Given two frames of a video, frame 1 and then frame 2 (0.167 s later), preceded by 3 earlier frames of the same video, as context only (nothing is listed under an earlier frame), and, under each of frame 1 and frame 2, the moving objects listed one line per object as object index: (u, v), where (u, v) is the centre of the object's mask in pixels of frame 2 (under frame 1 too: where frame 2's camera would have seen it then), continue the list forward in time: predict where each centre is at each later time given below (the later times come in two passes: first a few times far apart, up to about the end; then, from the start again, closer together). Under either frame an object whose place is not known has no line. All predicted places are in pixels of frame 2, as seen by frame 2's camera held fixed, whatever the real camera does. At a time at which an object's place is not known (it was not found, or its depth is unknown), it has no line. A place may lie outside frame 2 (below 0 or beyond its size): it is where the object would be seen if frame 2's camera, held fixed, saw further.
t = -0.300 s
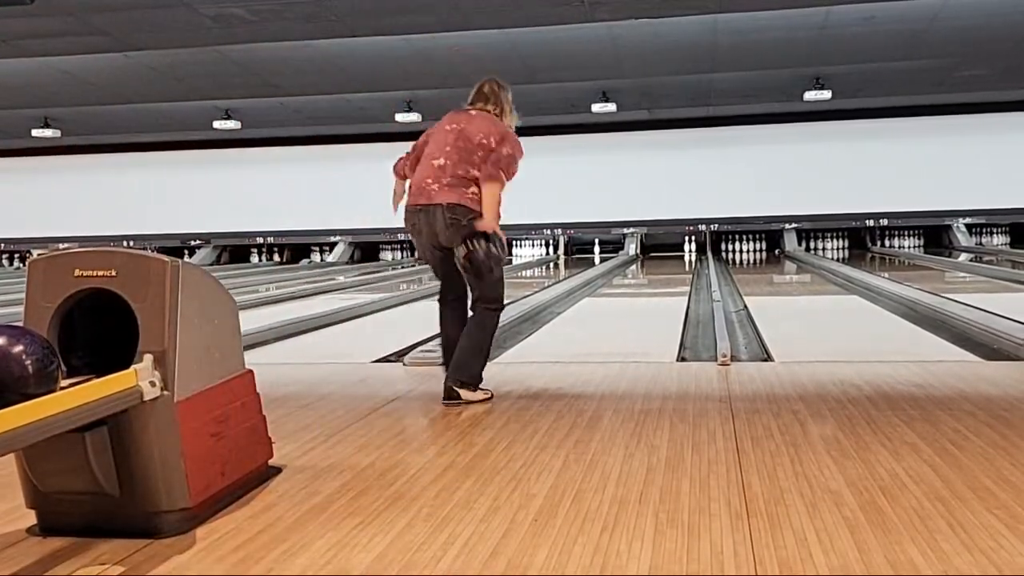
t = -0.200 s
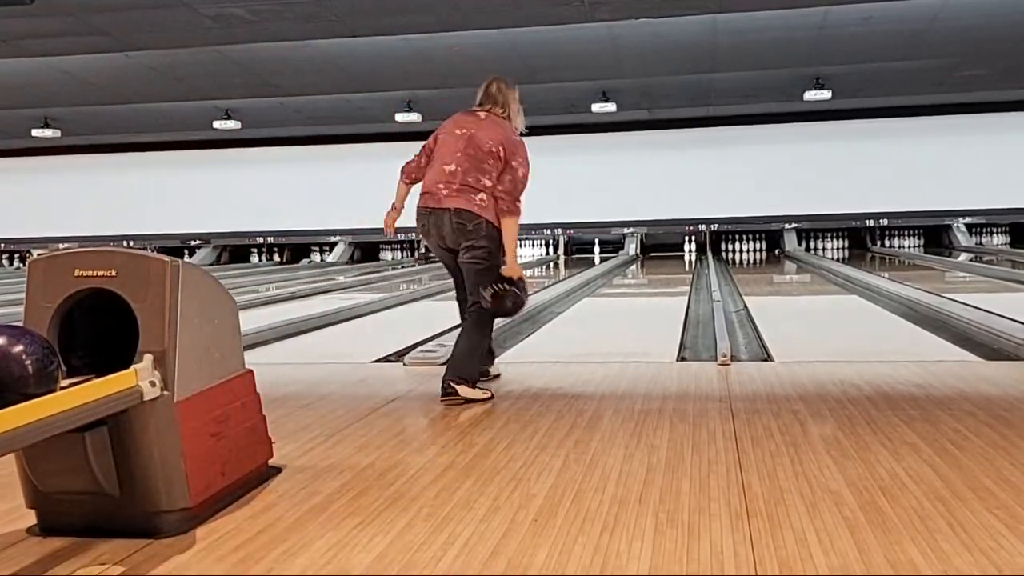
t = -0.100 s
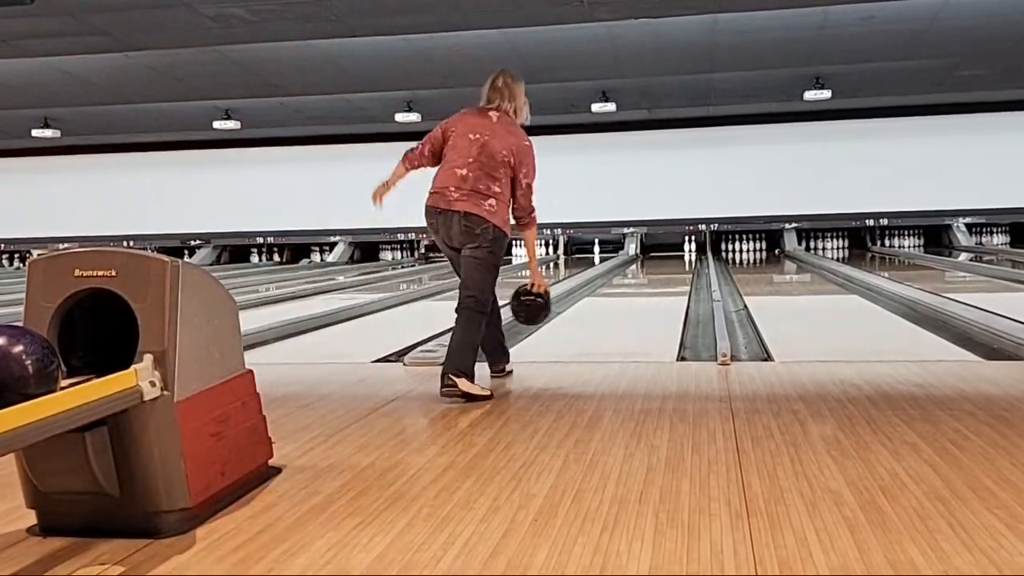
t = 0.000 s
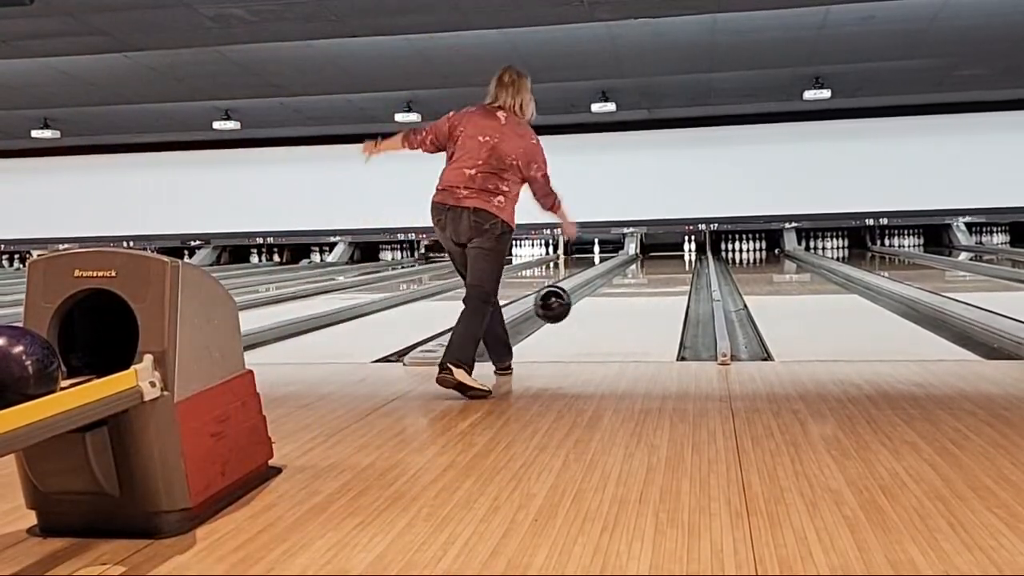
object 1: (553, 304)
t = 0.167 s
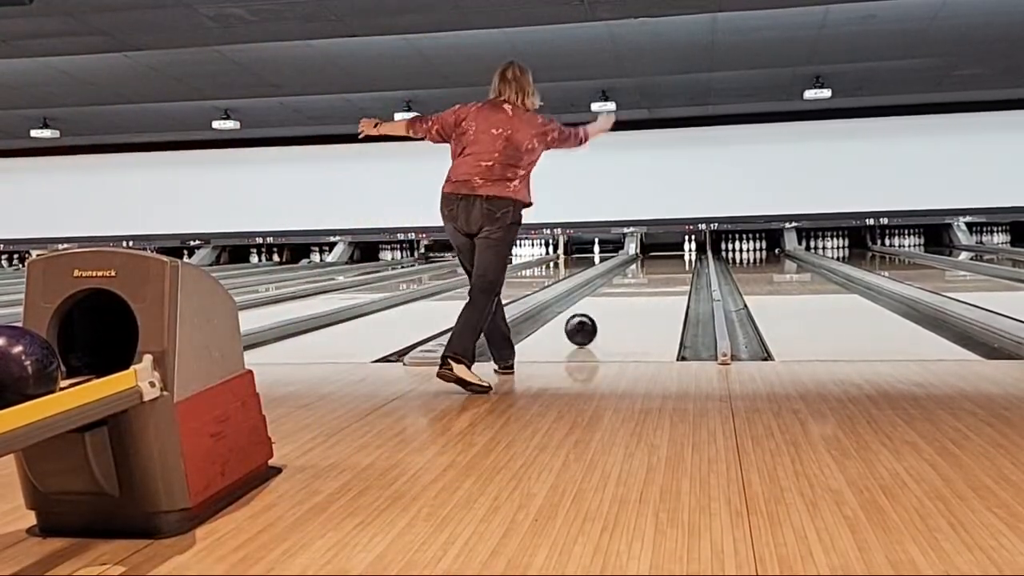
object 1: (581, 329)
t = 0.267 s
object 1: (594, 321)
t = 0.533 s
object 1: (620, 303)
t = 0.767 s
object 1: (637, 291)
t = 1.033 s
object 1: (651, 283)
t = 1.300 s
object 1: (662, 275)
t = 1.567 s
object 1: (671, 269)
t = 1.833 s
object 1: (677, 264)
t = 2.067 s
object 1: (681, 261)
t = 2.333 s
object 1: (685, 258)
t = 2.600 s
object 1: (690, 256)
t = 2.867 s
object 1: (692, 252)
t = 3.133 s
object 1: (694, 250)
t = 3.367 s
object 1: (693, 249)
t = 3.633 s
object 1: (696, 247)
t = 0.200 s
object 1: (586, 325)
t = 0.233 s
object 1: (590, 323)
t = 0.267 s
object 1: (594, 321)
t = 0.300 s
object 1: (598, 318)
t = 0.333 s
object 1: (602, 316)
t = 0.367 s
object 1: (605, 314)
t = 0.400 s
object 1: (608, 311)
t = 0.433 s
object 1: (612, 309)
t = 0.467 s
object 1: (615, 307)
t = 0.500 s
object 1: (618, 305)
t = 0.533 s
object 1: (620, 303)
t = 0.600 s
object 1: (626, 299)
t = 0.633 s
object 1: (628, 298)
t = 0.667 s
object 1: (631, 296)
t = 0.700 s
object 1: (633, 295)
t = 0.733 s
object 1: (635, 293)
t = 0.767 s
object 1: (637, 291)
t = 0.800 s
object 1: (639, 290)
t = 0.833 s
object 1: (641, 289)
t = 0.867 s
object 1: (643, 288)
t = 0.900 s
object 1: (645, 287)
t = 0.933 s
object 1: (646, 286)
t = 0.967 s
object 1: (648, 285)
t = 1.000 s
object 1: (650, 284)
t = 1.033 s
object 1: (651, 283)
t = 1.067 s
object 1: (653, 282)
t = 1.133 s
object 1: (656, 279)
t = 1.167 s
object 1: (657, 278)
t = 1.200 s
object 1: (658, 278)
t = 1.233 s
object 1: (660, 277)
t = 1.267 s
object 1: (661, 276)
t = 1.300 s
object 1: (662, 275)
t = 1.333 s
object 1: (663, 275)
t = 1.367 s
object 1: (664, 274)
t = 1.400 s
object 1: (666, 273)
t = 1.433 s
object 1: (667, 272)
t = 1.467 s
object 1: (668, 271)
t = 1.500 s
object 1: (669, 270)
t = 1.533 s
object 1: (670, 270)
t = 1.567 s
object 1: (671, 269)
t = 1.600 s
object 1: (672, 269)
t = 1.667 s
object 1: (673, 267)
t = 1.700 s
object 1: (674, 266)
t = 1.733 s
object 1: (675, 266)
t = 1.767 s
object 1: (676, 265)
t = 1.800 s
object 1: (677, 264)
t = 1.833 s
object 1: (677, 264)
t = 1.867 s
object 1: (677, 263)
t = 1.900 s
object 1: (678, 263)
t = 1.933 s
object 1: (678, 263)
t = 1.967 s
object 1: (679, 262)
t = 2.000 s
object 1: (680, 261)
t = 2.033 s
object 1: (681, 261)
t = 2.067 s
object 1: (681, 261)
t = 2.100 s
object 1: (681, 260)
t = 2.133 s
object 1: (682, 260)
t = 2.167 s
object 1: (683, 260)
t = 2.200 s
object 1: (684, 259)
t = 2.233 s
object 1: (684, 258)
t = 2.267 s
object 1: (684, 258)
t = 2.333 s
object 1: (685, 258)
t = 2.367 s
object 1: (685, 257)
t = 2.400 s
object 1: (686, 257)
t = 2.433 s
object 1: (688, 257)
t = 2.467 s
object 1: (687, 257)
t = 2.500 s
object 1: (689, 256)
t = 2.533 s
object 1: (689, 256)
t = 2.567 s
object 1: (689, 256)
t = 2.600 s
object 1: (690, 256)
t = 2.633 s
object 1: (690, 256)
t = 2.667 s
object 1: (690, 255)
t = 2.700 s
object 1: (691, 254)
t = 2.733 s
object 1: (692, 254)
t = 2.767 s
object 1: (692, 252)
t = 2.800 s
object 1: (693, 253)
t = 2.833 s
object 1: (692, 252)
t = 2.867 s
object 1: (692, 252)
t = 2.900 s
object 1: (693, 252)
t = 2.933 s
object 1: (693, 252)
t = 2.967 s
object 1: (694, 251)
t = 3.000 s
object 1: (694, 251)
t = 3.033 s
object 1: (694, 251)
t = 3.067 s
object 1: (694, 250)
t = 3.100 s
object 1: (694, 250)
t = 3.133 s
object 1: (694, 250)
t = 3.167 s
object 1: (693, 250)
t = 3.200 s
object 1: (692, 249)
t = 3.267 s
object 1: (694, 250)
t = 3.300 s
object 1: (694, 249)
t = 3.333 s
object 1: (694, 249)
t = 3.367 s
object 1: (693, 249)
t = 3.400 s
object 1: (696, 248)
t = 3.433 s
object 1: (696, 248)
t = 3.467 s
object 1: (694, 249)
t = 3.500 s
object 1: (694, 248)
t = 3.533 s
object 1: (696, 248)
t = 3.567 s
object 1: (695, 247)
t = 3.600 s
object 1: (696, 247)
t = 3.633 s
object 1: (696, 247)
